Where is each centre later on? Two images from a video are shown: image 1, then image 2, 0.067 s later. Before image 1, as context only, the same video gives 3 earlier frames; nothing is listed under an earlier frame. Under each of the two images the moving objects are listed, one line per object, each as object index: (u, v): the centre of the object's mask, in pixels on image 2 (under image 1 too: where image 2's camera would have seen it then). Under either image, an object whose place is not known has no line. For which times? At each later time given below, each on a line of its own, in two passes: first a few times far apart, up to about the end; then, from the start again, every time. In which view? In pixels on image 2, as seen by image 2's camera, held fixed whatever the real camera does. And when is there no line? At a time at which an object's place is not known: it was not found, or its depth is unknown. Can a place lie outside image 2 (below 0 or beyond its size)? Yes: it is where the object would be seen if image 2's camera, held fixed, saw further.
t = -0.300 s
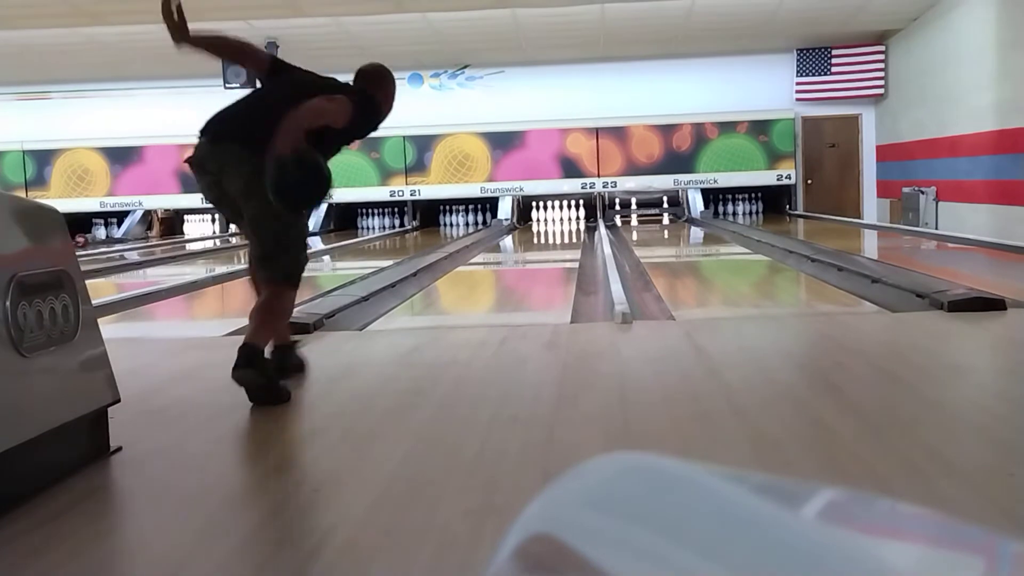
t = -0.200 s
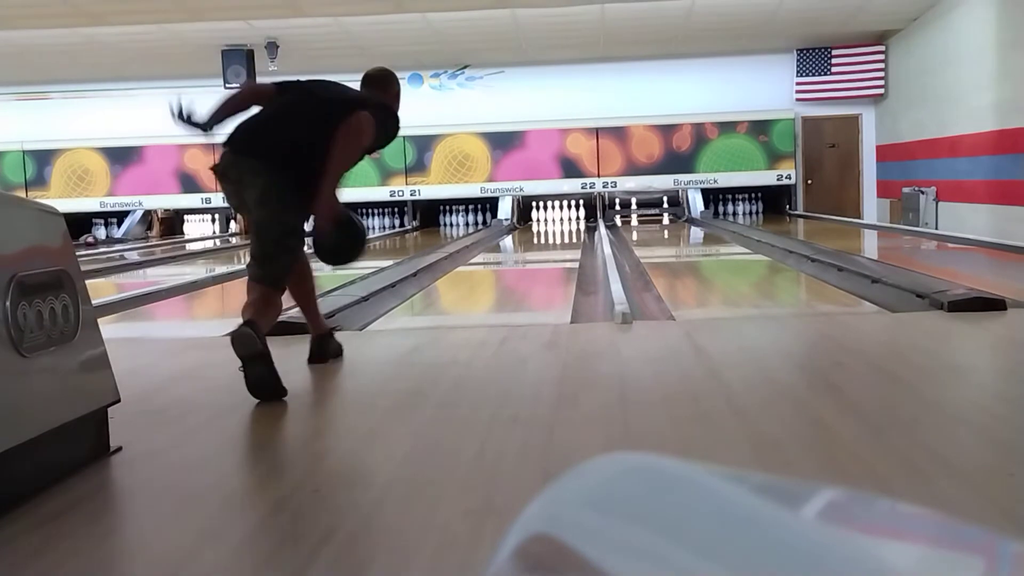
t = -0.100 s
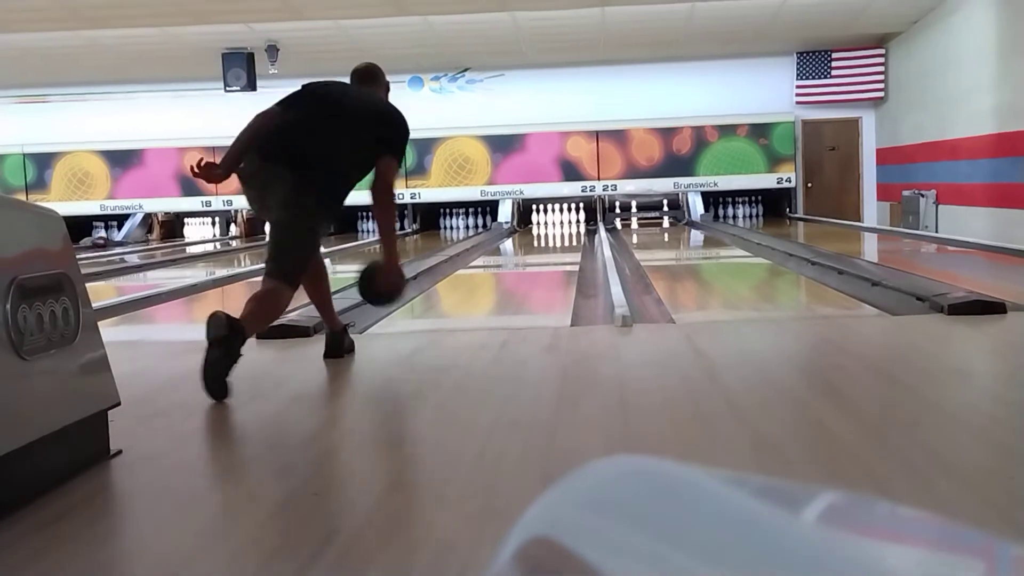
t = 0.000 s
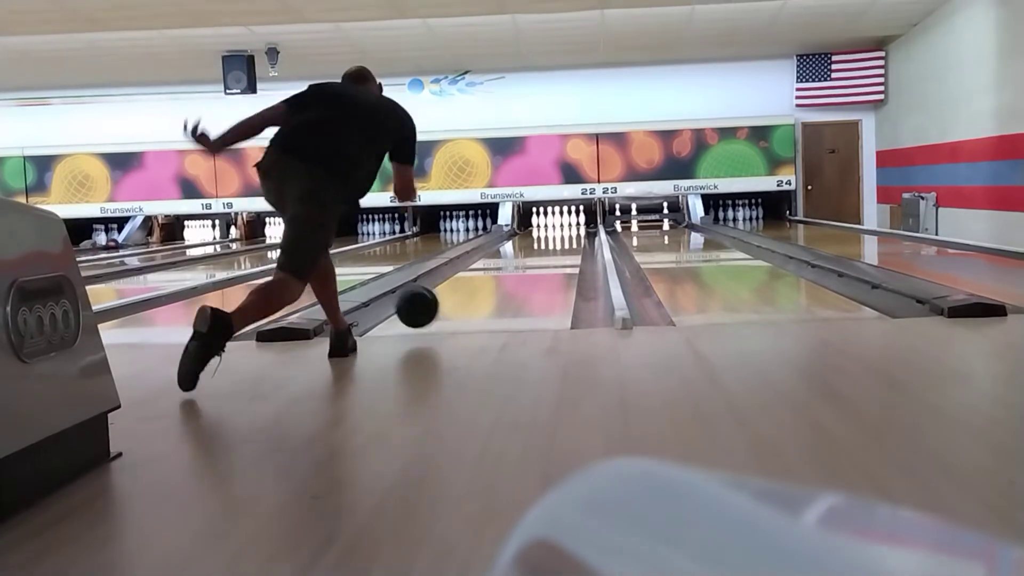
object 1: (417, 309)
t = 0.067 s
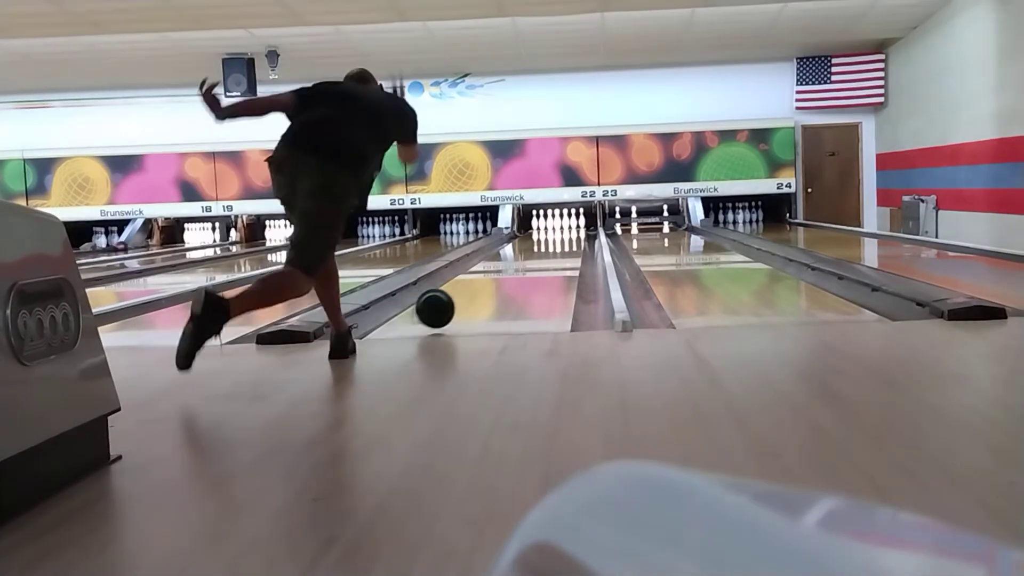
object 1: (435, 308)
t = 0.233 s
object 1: (468, 291)
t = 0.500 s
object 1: (504, 270)
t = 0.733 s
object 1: (524, 259)
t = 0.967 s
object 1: (538, 250)
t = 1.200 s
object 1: (548, 243)
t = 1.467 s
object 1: (556, 238)
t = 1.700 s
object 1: (562, 233)
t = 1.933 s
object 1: (565, 230)
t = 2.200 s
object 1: (565, 228)
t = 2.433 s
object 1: (562, 225)
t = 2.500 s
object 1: (563, 225)
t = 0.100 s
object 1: (443, 303)
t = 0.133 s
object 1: (450, 300)
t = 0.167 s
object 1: (457, 298)
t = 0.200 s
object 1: (463, 294)
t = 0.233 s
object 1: (468, 291)
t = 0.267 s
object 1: (474, 288)
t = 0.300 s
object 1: (479, 285)
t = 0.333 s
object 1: (484, 282)
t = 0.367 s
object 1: (488, 279)
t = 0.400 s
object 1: (492, 277)
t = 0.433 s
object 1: (496, 275)
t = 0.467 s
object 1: (500, 272)
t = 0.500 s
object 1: (504, 270)
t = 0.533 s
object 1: (507, 268)
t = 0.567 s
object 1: (510, 266)
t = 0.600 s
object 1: (513, 264)
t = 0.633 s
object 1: (516, 263)
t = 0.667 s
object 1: (519, 261)
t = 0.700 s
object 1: (521, 260)
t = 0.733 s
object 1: (524, 259)
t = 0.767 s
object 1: (526, 258)
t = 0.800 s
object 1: (528, 256)
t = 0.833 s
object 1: (530, 255)
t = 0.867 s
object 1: (532, 253)
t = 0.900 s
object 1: (534, 252)
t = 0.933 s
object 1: (536, 251)
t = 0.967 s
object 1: (538, 250)
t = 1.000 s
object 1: (540, 249)
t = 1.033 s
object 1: (541, 248)
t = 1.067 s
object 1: (543, 247)
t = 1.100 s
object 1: (544, 246)
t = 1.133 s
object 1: (545, 245)
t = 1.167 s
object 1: (546, 244)
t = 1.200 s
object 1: (548, 243)
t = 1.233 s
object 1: (549, 243)
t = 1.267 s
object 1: (550, 242)
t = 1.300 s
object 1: (552, 241)
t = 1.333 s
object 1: (553, 240)
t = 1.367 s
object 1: (554, 239)
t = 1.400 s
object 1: (555, 239)
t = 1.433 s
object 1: (555, 238)
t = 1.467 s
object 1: (556, 238)
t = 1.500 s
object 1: (557, 237)
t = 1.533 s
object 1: (558, 237)
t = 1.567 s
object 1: (559, 236)
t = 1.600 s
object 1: (559, 235)
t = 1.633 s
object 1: (560, 235)
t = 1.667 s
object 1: (561, 234)
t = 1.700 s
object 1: (562, 233)
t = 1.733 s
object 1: (562, 233)
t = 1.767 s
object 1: (563, 232)
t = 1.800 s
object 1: (563, 232)
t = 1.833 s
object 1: (564, 231)
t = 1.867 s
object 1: (564, 231)
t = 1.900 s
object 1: (564, 230)
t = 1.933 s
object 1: (565, 230)
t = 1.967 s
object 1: (565, 229)
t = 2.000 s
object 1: (565, 229)
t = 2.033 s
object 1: (565, 229)
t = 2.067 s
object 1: (565, 229)
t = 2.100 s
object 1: (565, 228)
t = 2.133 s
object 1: (565, 228)
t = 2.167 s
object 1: (565, 228)
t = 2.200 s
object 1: (565, 228)
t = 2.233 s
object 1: (565, 227)
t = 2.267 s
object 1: (565, 227)
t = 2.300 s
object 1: (564, 227)
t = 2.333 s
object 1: (564, 226)
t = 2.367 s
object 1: (563, 226)
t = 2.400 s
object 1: (563, 225)
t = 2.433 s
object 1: (562, 225)
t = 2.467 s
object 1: (562, 225)
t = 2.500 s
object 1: (563, 225)
